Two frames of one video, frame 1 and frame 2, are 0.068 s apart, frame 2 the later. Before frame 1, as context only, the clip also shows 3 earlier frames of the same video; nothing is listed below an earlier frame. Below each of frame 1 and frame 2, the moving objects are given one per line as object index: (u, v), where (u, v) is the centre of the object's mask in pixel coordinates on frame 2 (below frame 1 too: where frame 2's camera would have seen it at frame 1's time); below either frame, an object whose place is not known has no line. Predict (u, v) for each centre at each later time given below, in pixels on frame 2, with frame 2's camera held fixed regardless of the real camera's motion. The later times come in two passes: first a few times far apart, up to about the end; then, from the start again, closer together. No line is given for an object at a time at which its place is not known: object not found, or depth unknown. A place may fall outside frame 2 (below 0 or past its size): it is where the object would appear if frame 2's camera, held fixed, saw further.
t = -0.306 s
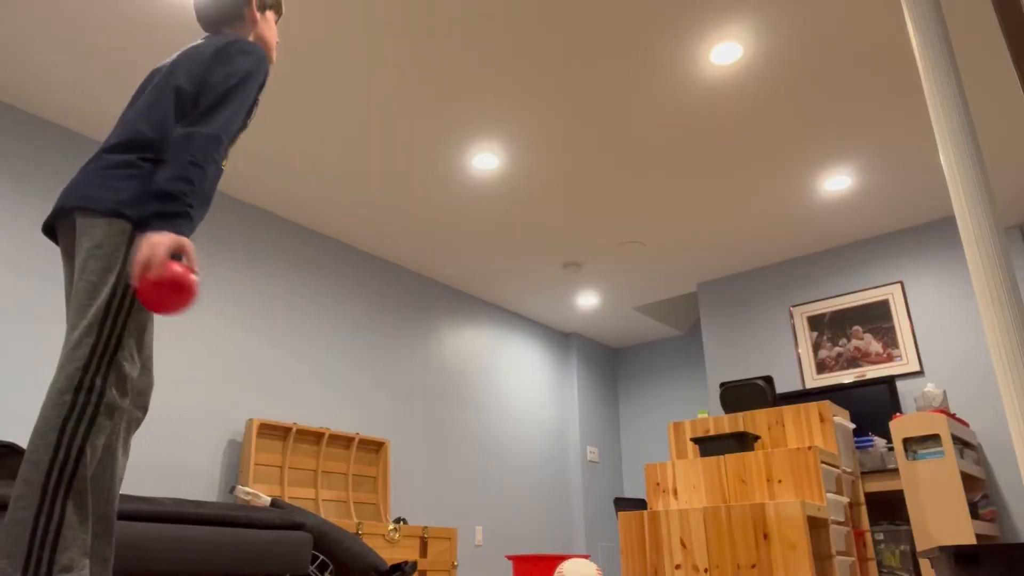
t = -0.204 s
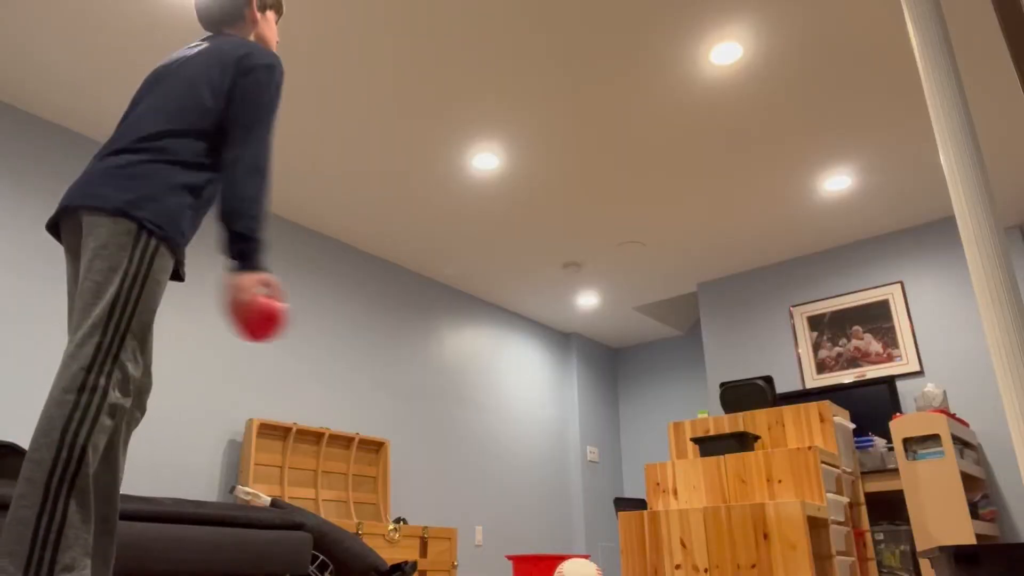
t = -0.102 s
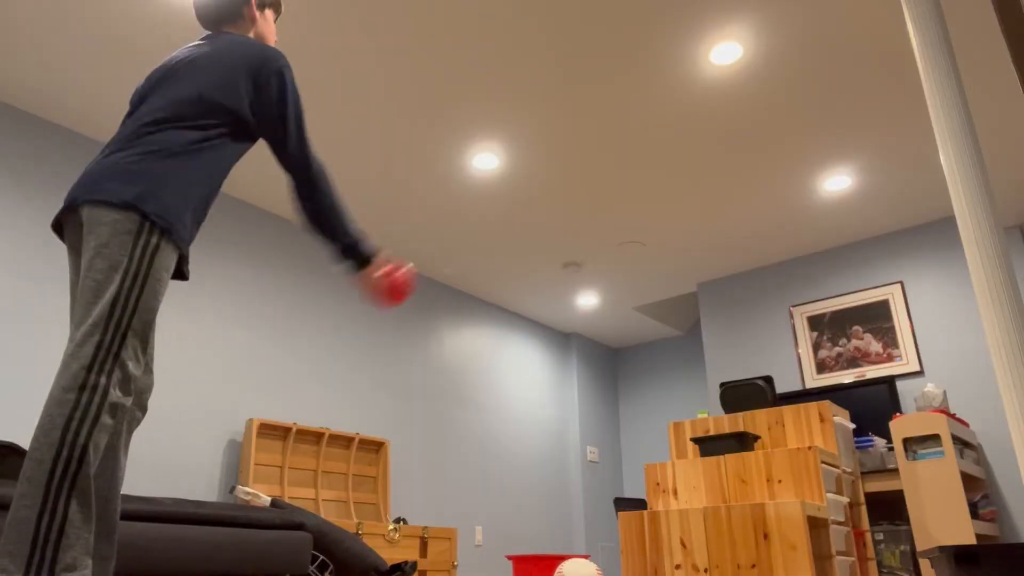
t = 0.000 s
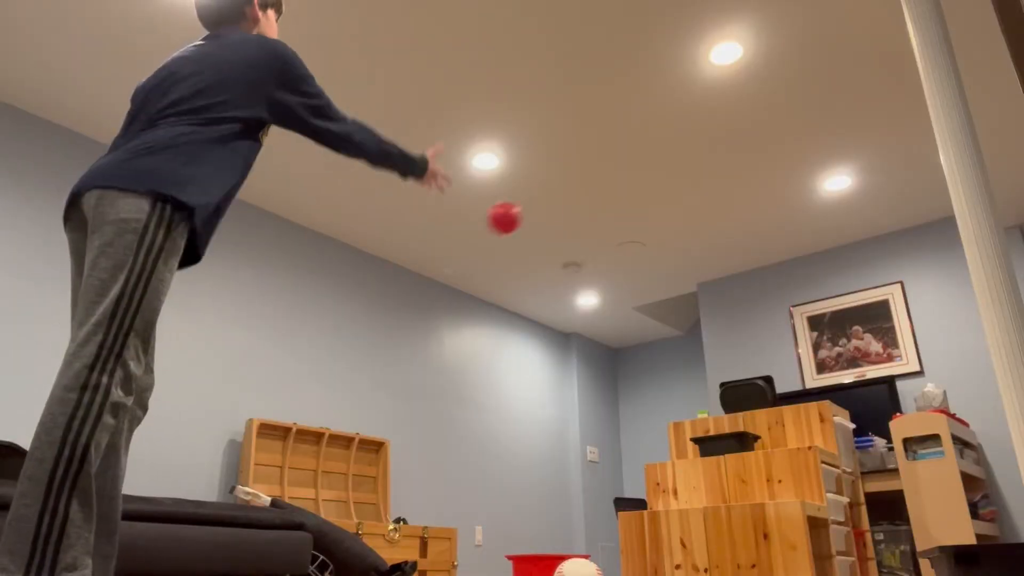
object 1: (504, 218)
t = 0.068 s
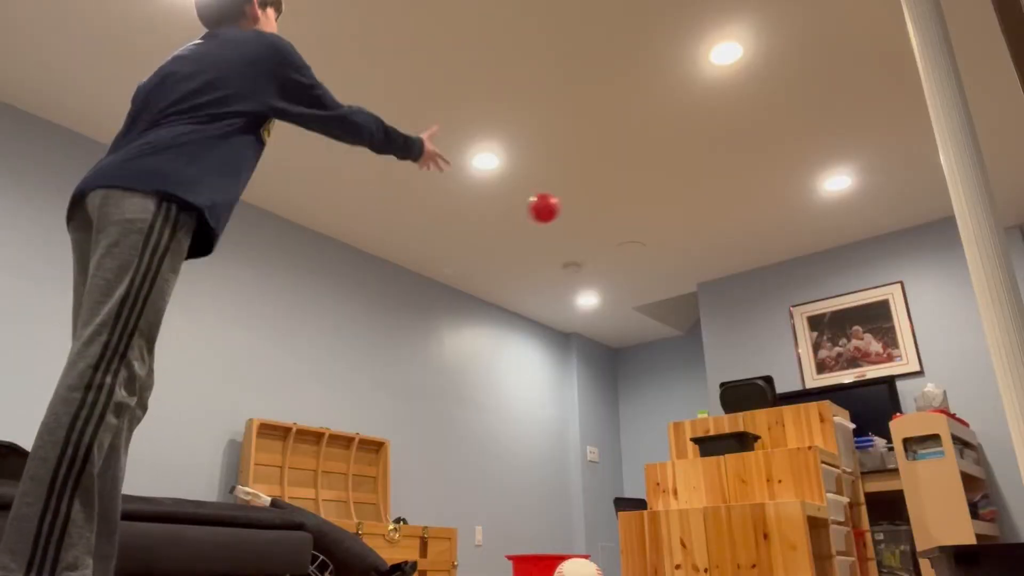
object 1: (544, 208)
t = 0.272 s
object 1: (634, 238)
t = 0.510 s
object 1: (713, 345)
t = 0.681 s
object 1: (733, 382)
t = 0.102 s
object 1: (561, 208)
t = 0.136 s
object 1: (578, 210)
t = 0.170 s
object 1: (593, 214)
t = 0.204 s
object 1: (607, 220)
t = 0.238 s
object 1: (621, 228)
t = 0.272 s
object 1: (634, 238)
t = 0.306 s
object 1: (646, 249)
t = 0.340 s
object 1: (658, 262)
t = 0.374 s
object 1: (669, 276)
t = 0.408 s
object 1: (680, 291)
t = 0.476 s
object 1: (702, 326)
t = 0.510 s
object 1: (713, 345)
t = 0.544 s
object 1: (723, 367)
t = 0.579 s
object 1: (735, 391)
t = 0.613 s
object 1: (739, 399)
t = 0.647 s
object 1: (736, 389)
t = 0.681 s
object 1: (733, 382)
